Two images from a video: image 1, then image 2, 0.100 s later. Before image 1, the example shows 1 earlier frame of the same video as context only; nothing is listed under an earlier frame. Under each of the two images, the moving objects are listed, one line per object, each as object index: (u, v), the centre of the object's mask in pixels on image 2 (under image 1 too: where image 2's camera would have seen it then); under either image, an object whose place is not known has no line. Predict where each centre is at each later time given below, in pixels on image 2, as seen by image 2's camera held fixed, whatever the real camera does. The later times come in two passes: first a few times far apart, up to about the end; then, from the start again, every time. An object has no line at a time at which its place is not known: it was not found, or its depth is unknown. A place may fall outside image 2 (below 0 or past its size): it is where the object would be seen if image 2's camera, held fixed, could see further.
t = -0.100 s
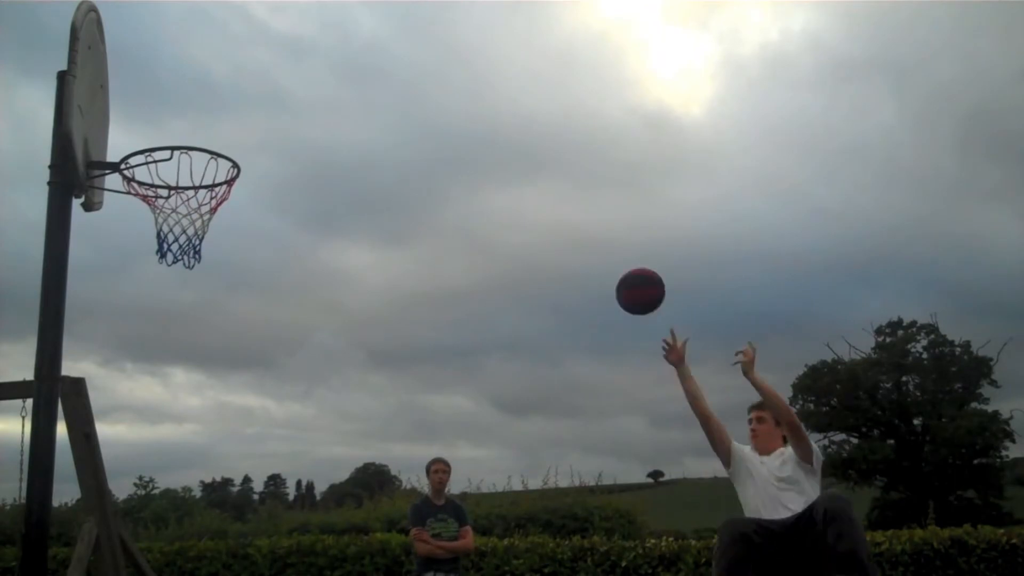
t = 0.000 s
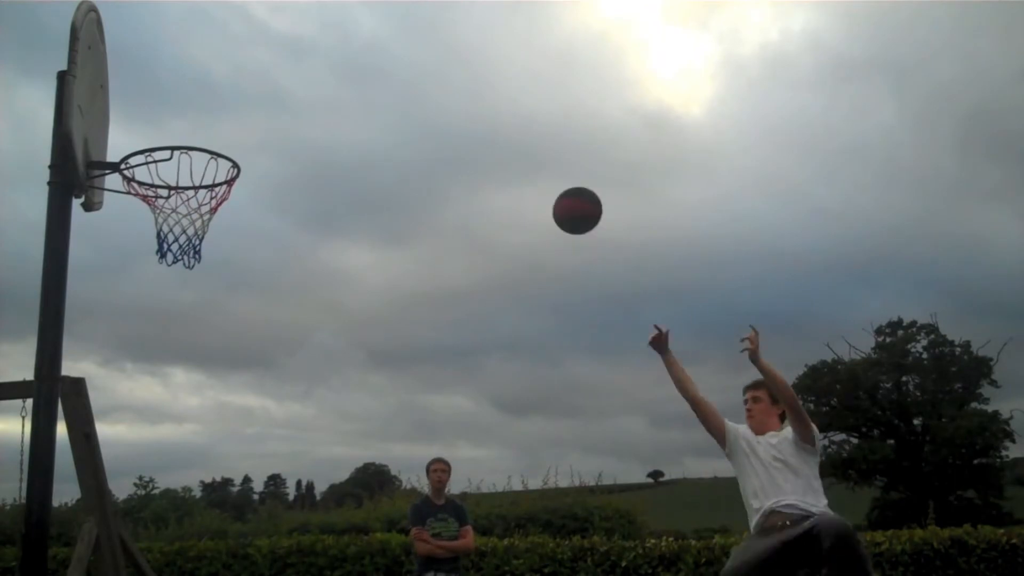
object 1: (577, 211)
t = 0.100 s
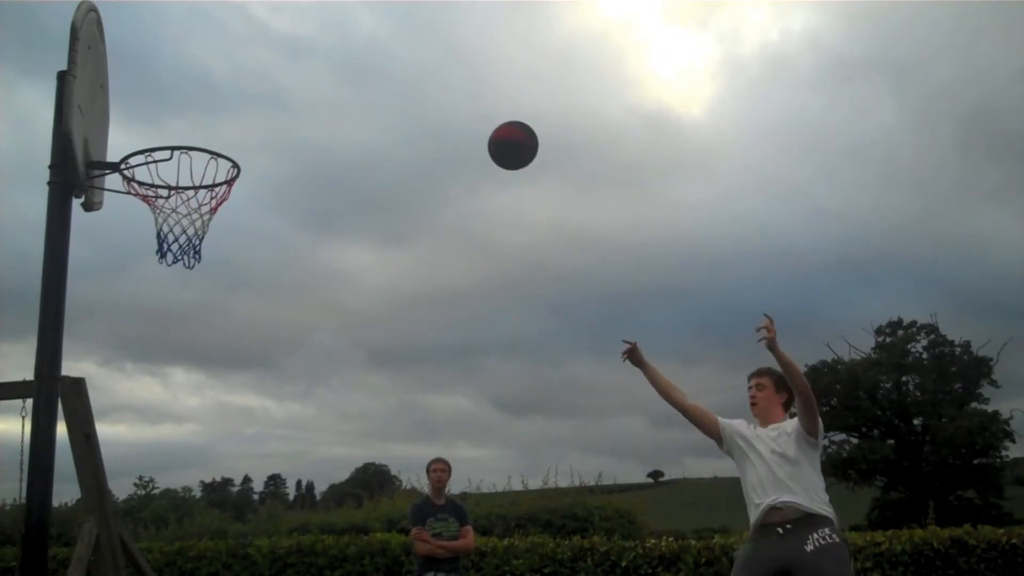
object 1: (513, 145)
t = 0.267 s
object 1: (401, 72)
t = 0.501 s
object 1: (226, 56)
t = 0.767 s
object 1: (136, 144)
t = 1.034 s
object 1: (180, 136)
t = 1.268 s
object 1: (178, 219)
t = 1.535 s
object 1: (164, 387)
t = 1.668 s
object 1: (156, 552)
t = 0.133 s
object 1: (491, 127)
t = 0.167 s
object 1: (469, 111)
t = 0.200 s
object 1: (447, 96)
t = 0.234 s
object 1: (424, 83)
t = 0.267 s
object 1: (401, 72)
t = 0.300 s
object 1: (377, 63)
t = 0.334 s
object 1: (354, 56)
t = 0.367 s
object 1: (329, 52)
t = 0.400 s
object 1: (304, 49)
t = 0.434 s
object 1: (279, 49)
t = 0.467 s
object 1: (253, 51)
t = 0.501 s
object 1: (226, 56)
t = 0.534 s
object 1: (198, 63)
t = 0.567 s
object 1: (170, 73)
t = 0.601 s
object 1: (140, 85)
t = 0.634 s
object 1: (131, 98)
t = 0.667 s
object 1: (131, 113)
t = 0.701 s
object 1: (131, 131)
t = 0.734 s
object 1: (130, 152)
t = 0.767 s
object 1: (136, 144)
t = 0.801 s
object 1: (142, 134)
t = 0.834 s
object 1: (148, 127)
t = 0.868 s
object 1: (153, 122)
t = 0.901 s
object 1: (159, 119)
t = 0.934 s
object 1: (164, 120)
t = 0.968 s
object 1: (170, 123)
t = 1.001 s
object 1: (175, 128)
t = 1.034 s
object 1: (180, 136)
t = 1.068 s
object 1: (186, 147)
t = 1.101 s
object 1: (191, 161)
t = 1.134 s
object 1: (190, 169)
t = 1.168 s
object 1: (187, 176)
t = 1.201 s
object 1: (185, 187)
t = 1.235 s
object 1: (182, 201)
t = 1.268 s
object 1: (178, 219)
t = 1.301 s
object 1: (175, 234)
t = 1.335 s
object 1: (174, 247)
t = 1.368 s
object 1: (172, 262)
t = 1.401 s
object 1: (171, 280)
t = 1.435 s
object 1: (169, 301)
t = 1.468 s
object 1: (167, 326)
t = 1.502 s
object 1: (166, 355)
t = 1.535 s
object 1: (164, 387)
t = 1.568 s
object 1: (162, 424)
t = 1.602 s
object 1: (159, 465)
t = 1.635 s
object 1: (157, 511)
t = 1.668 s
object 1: (156, 552)
